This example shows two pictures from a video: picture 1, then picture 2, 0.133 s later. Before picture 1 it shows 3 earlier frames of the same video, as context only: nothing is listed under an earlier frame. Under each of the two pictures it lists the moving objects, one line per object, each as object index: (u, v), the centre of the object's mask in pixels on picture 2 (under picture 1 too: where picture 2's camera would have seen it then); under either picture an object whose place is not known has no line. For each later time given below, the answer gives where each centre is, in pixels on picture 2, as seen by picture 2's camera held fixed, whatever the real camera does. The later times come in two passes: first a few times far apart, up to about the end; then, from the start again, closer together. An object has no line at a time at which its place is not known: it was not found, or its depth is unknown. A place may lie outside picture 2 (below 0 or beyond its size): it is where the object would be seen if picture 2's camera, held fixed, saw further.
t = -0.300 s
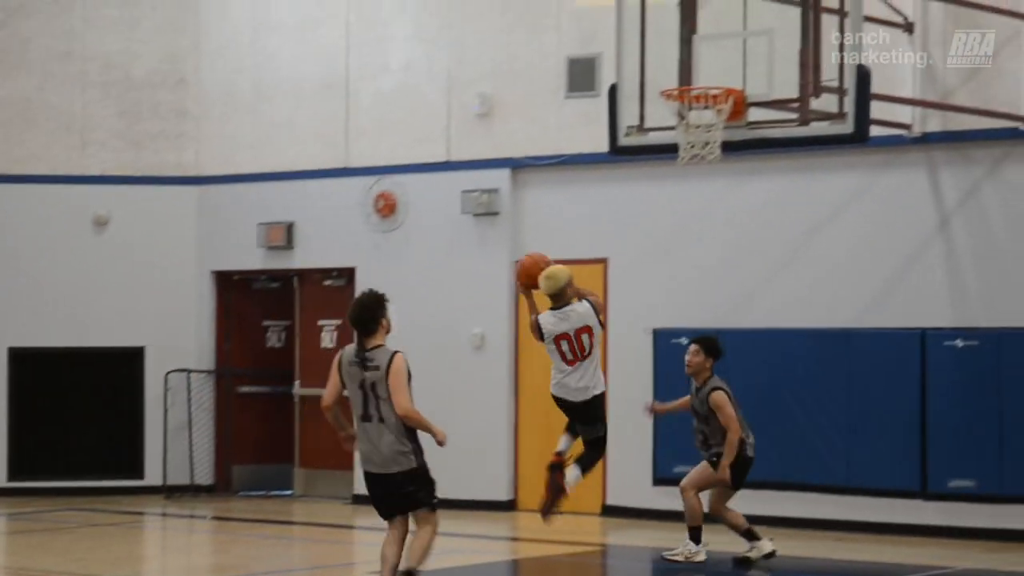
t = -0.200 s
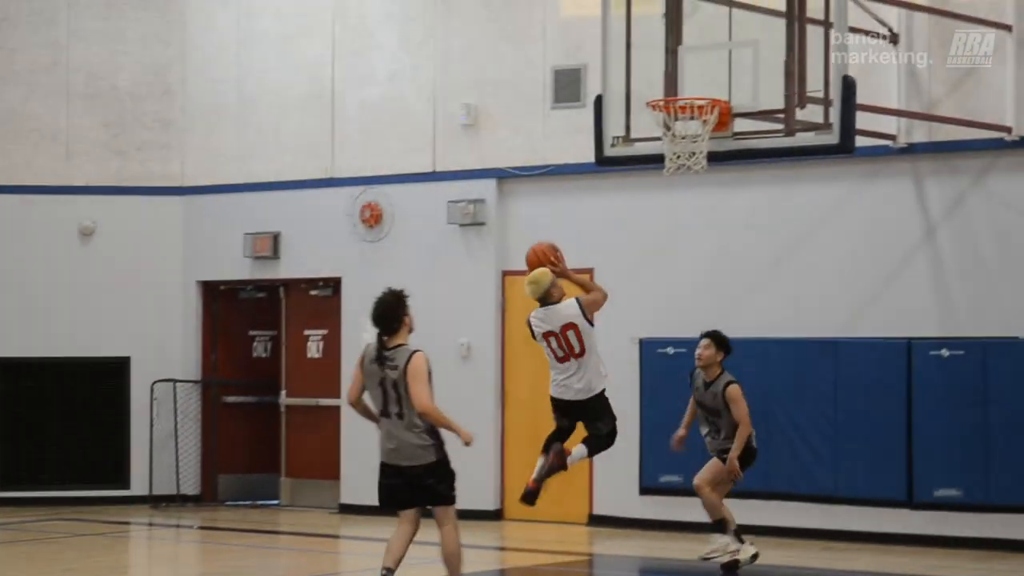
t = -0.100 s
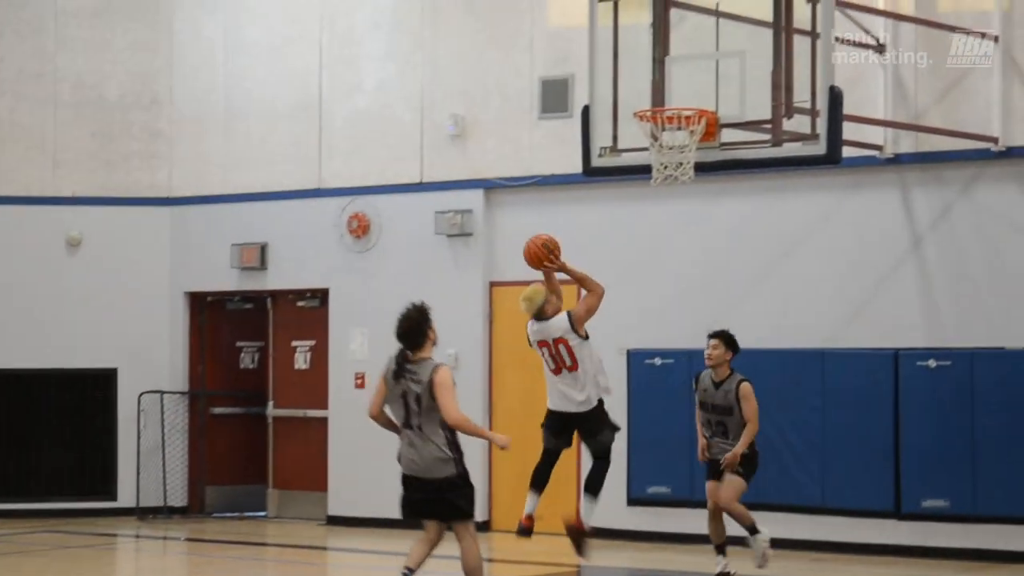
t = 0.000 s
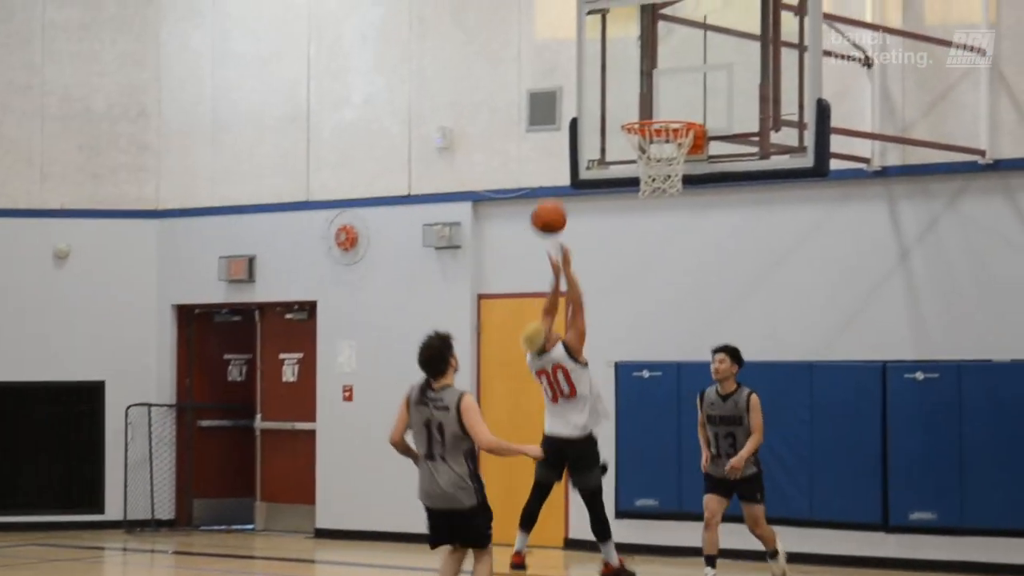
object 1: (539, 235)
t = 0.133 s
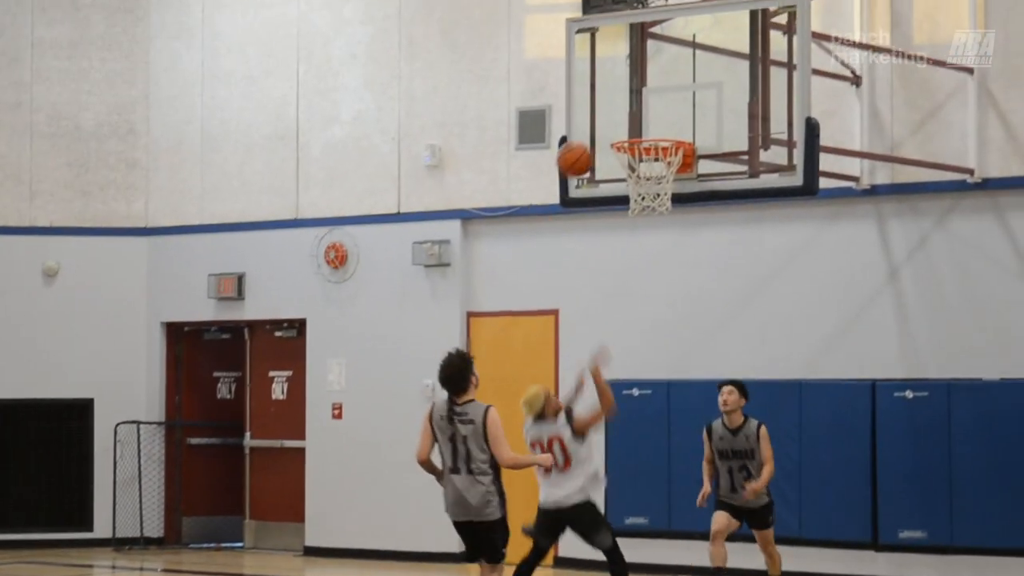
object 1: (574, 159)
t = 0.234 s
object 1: (602, 119)
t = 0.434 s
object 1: (639, 88)
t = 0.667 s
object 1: (628, 138)
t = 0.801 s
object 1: (653, 171)
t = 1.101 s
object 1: (668, 202)
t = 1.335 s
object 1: (637, 254)
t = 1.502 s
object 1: (617, 350)
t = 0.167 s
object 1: (583, 144)
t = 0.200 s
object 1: (593, 130)
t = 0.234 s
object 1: (602, 119)
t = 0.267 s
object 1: (610, 109)
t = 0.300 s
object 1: (619, 101)
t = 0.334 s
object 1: (629, 94)
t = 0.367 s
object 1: (637, 89)
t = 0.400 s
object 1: (641, 87)
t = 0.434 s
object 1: (639, 88)
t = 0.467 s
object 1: (638, 90)
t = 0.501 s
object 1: (636, 94)
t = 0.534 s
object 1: (635, 100)
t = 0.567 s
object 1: (633, 107)
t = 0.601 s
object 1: (631, 117)
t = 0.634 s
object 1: (629, 125)
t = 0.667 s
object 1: (628, 138)
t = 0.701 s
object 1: (636, 142)
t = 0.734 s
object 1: (642, 151)
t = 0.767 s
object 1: (648, 162)
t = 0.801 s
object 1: (653, 171)
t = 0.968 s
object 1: (668, 193)
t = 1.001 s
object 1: (669, 194)
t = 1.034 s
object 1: (671, 196)
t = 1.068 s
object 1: (670, 199)
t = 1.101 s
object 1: (668, 202)
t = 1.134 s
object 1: (664, 207)
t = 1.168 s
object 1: (661, 212)
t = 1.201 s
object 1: (655, 217)
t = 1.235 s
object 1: (650, 222)
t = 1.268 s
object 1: (646, 229)
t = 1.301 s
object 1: (642, 240)
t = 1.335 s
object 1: (637, 254)
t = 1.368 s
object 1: (633, 270)
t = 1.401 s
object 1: (629, 287)
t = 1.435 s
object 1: (625, 306)
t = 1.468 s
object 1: (621, 327)
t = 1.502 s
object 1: (617, 350)
